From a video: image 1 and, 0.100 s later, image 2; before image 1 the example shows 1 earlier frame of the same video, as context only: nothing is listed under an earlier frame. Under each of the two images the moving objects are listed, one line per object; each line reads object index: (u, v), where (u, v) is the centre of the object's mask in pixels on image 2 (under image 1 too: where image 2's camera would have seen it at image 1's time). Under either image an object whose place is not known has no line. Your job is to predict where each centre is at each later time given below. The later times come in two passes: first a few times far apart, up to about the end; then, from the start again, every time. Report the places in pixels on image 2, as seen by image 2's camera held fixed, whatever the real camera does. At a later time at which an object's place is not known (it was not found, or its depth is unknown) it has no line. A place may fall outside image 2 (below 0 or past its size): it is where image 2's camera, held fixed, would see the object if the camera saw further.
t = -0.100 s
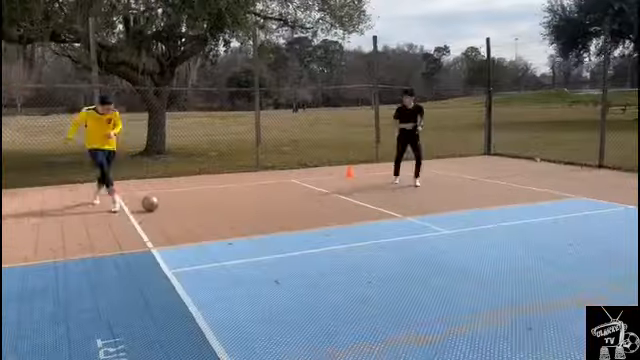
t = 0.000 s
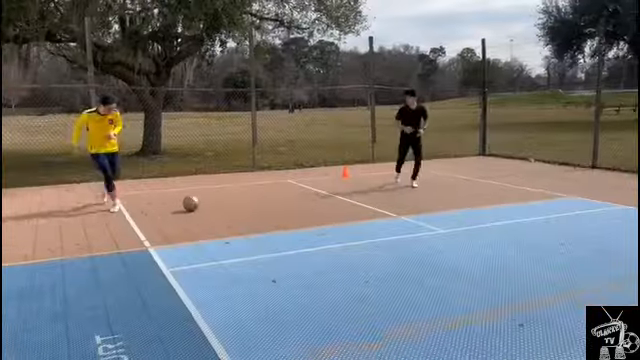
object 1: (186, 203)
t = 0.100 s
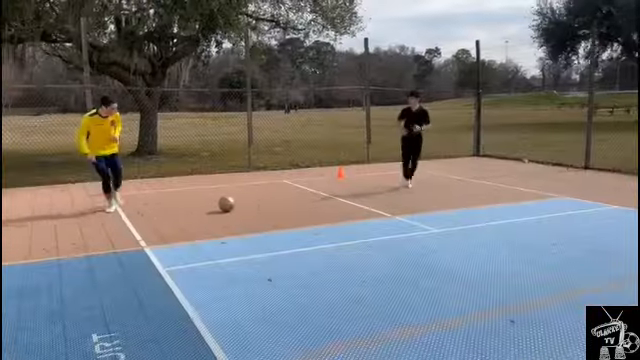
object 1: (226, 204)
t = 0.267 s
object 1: (283, 204)
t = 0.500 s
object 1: (356, 204)
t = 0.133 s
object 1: (238, 204)
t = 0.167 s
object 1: (250, 204)
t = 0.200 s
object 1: (261, 204)
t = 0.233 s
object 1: (272, 204)
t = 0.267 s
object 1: (283, 204)
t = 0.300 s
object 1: (292, 205)
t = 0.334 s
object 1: (303, 204)
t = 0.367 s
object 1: (314, 204)
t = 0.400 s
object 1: (324, 204)
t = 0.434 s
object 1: (334, 204)
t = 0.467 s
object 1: (345, 204)
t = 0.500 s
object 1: (356, 204)
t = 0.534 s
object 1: (365, 204)
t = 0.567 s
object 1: (376, 204)
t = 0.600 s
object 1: (387, 205)
